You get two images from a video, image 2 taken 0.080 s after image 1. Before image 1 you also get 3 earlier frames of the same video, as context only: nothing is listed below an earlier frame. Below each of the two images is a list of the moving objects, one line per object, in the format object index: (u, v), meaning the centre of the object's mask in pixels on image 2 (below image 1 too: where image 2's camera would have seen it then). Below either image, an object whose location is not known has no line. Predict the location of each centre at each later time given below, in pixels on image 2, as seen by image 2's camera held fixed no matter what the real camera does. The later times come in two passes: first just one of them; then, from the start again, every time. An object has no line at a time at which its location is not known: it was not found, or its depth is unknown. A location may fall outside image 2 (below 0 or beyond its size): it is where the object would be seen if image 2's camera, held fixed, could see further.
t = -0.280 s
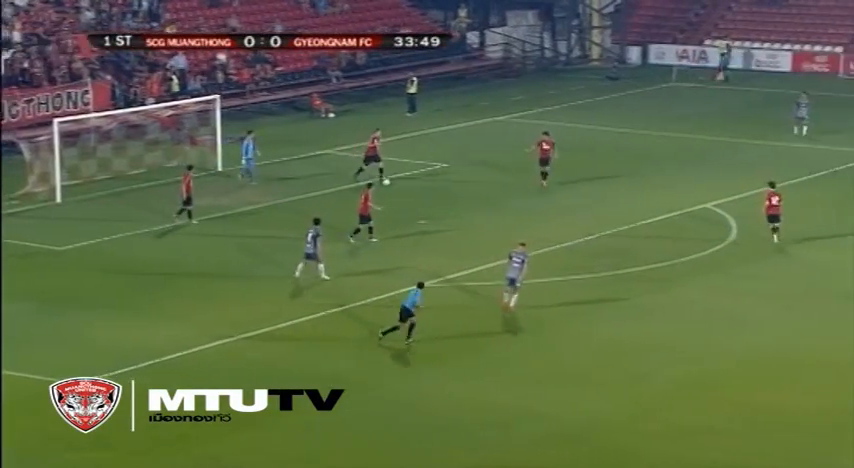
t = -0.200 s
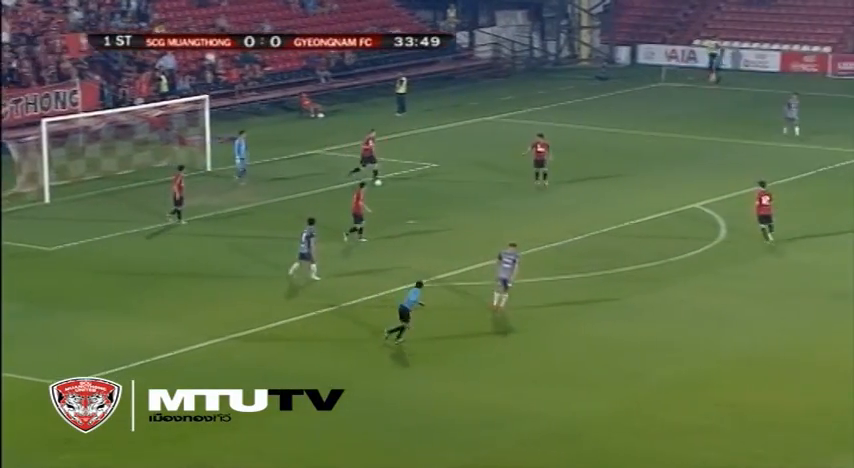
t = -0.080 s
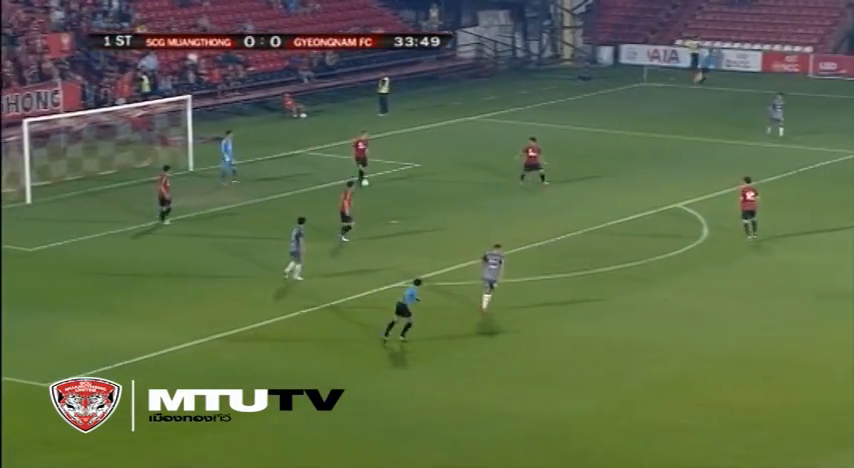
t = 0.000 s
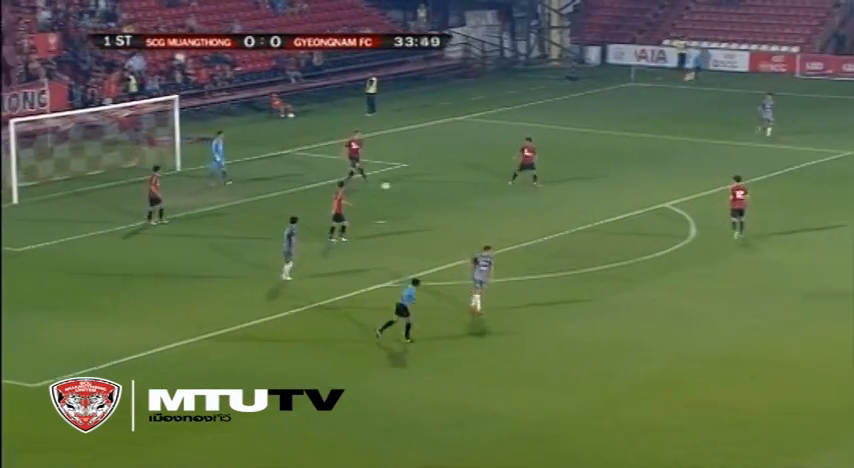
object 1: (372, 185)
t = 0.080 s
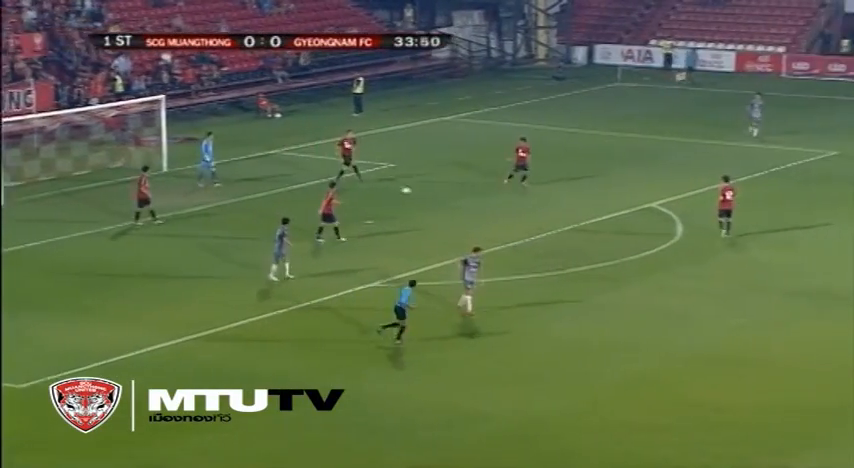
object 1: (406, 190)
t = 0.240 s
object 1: (468, 196)
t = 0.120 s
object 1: (422, 191)
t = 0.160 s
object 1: (437, 193)
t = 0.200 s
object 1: (452, 195)
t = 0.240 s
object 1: (468, 196)
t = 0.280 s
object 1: (482, 197)
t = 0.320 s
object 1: (496, 199)
